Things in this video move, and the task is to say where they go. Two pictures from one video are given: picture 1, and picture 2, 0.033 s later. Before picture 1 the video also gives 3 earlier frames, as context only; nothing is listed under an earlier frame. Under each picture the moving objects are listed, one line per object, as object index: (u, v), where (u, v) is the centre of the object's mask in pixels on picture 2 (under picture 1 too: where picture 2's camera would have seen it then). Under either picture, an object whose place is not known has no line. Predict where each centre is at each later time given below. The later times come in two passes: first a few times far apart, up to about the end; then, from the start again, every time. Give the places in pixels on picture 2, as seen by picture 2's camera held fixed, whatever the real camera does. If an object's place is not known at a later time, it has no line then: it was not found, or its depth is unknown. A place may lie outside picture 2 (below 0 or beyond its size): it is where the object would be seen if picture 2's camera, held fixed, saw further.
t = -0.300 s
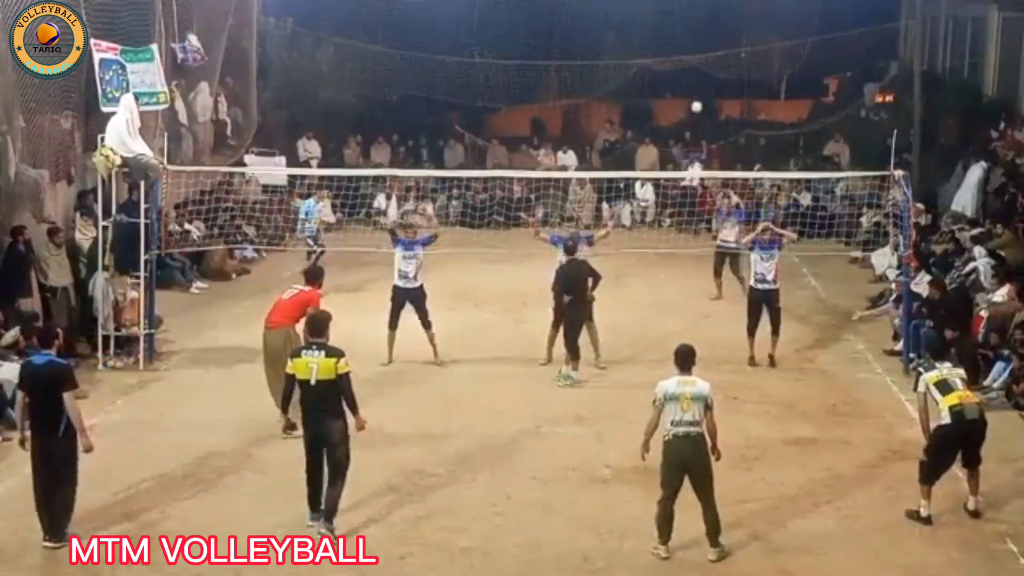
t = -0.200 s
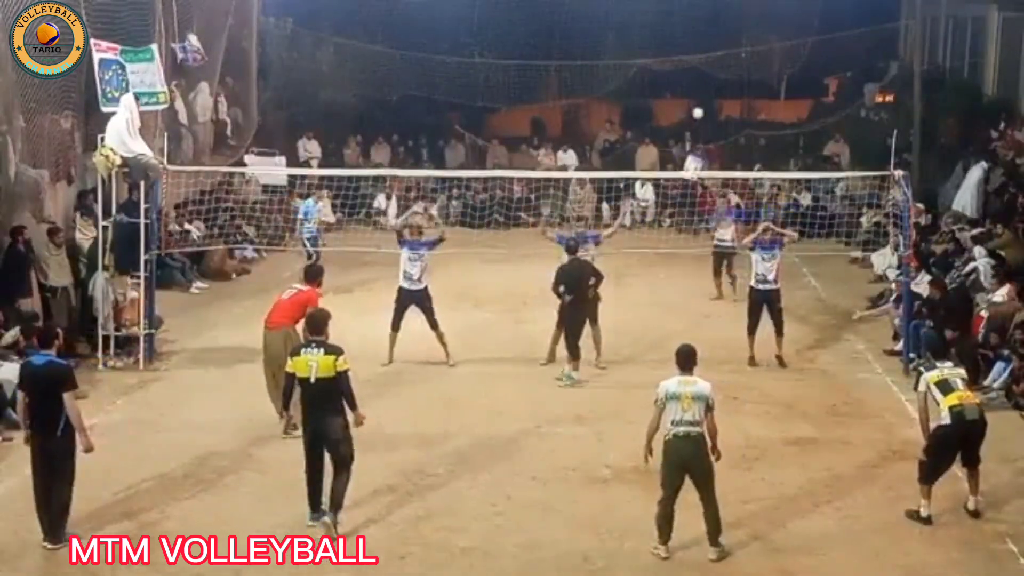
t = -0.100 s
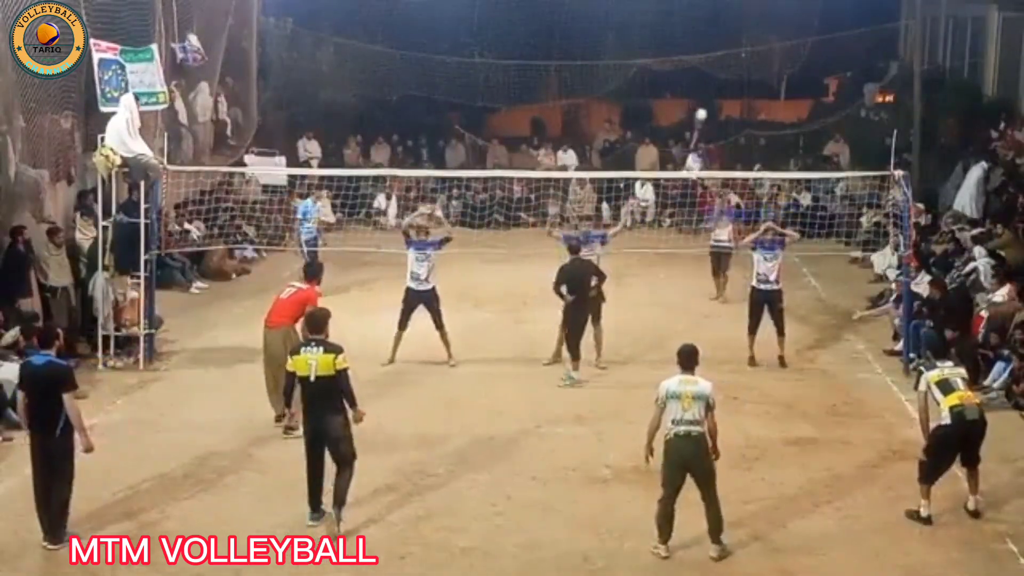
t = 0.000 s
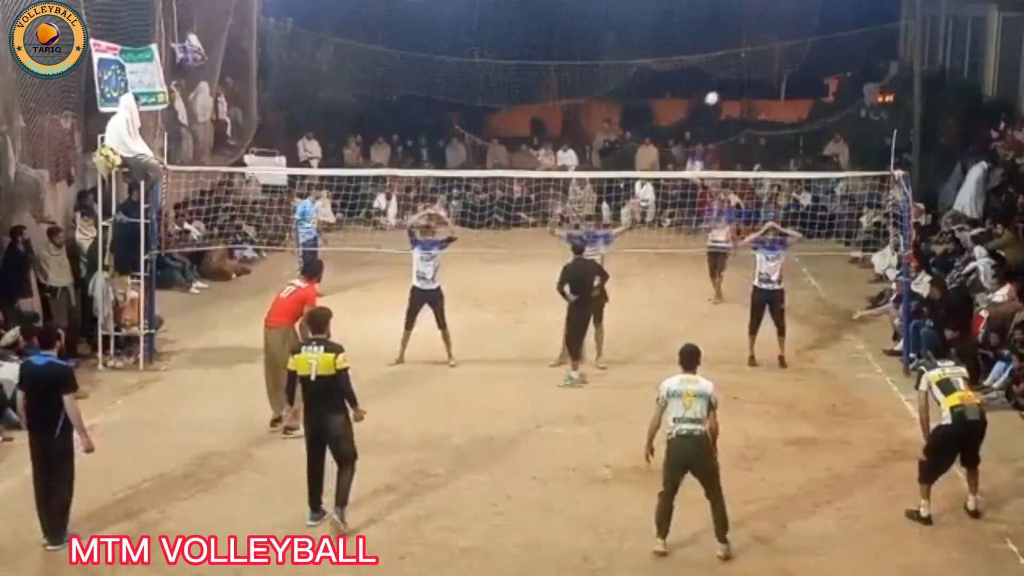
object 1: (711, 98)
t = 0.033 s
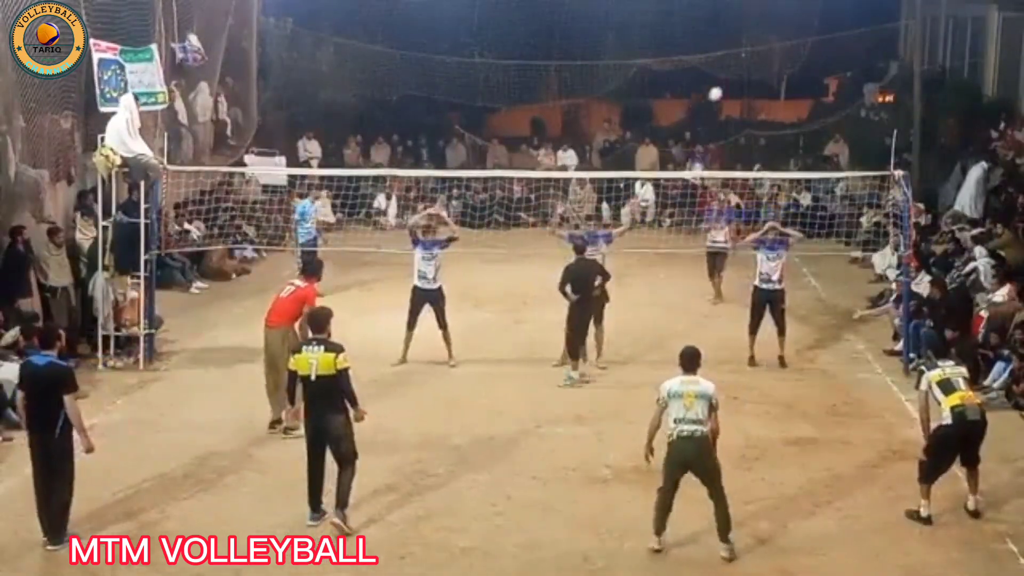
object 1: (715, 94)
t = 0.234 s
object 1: (735, 76)
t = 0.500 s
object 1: (774, 96)
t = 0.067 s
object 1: (719, 89)
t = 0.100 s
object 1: (721, 86)
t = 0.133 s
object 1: (725, 82)
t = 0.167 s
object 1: (729, 80)
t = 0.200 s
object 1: (732, 78)
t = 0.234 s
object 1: (735, 76)
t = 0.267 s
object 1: (739, 75)
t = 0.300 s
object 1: (743, 75)
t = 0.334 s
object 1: (747, 76)
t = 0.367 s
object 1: (752, 78)
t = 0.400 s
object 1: (757, 81)
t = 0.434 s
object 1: (762, 85)
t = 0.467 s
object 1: (767, 90)
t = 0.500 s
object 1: (774, 96)
